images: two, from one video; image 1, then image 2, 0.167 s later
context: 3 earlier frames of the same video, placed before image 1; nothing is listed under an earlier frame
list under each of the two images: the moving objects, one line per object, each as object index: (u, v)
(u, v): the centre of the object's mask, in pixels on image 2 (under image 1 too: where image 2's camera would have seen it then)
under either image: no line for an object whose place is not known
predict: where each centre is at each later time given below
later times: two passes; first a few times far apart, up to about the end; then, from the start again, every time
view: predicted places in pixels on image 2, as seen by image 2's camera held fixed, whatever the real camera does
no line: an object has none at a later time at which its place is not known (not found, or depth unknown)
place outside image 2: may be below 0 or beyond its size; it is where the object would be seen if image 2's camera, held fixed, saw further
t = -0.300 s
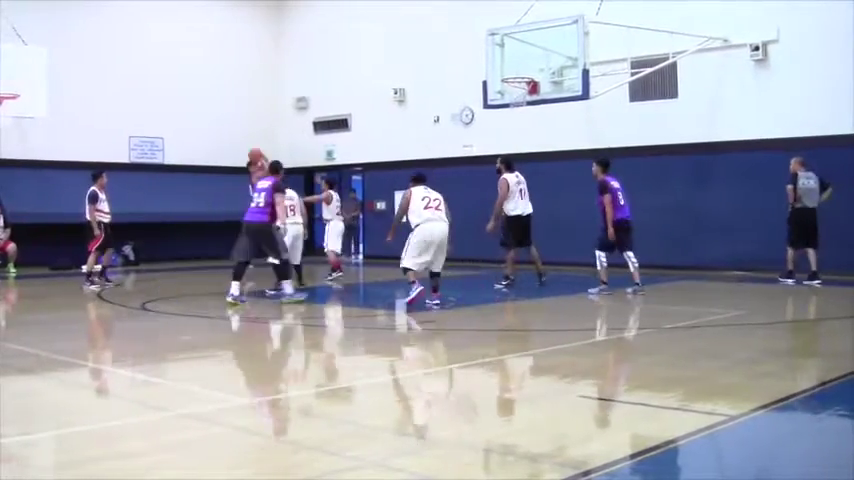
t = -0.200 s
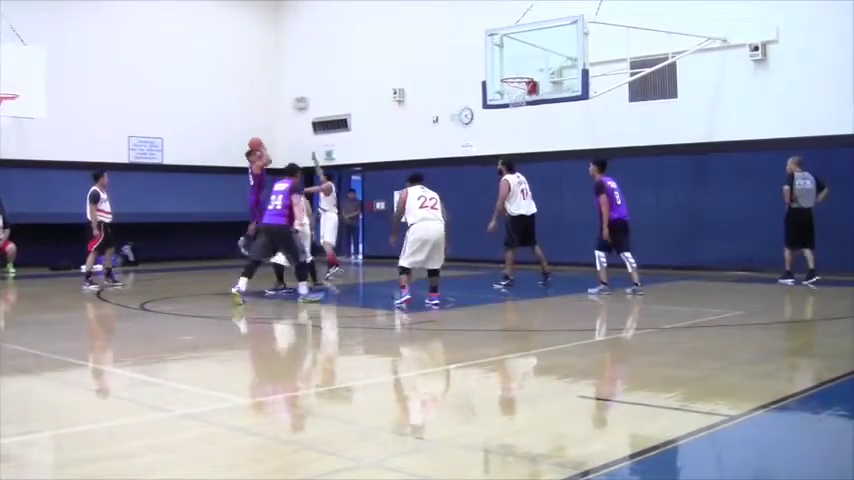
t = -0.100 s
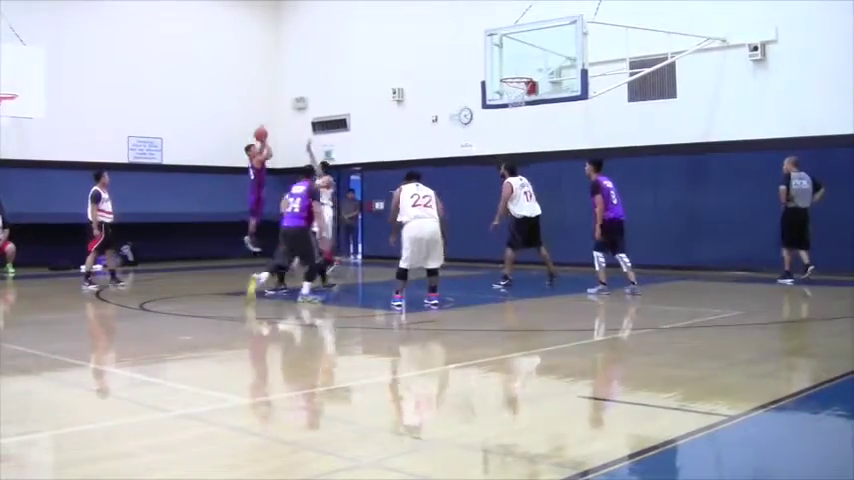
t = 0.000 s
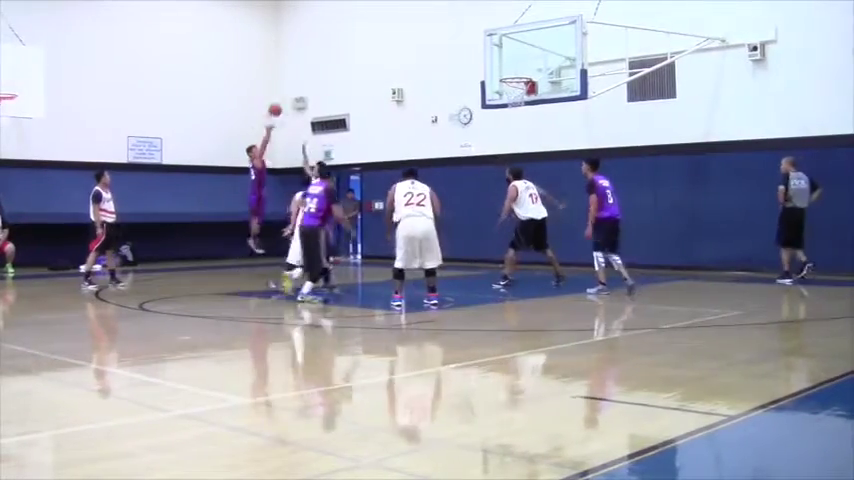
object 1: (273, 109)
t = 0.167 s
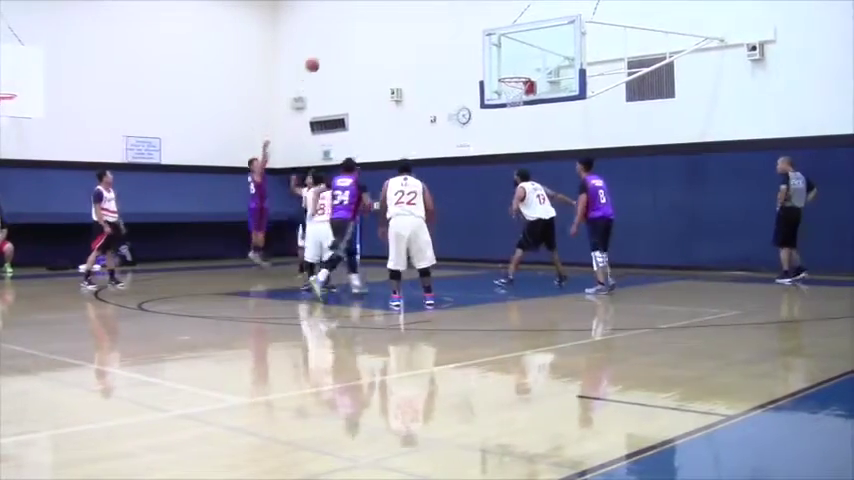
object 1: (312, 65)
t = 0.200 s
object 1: (320, 58)
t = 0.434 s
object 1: (377, 26)
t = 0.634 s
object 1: (428, 24)
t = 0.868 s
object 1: (491, 54)
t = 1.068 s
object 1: (525, 68)
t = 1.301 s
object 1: (500, 56)
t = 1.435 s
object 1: (482, 63)
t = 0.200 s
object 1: (320, 58)
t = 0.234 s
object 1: (328, 51)
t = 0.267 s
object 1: (336, 46)
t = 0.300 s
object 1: (344, 40)
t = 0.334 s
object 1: (352, 35)
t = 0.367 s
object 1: (360, 31)
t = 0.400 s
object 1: (369, 28)
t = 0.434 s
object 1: (377, 26)
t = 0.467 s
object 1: (385, 24)
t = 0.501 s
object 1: (394, 22)
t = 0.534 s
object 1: (402, 22)
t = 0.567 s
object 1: (410, 22)
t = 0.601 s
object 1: (419, 22)
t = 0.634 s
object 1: (428, 24)
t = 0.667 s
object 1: (436, 26)
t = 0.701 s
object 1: (445, 29)
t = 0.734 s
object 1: (454, 32)
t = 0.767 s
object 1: (463, 37)
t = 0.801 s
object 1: (472, 41)
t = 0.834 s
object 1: (481, 48)
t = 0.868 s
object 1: (491, 54)
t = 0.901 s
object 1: (500, 61)
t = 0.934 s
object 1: (509, 69)
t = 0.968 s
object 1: (517, 73)
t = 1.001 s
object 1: (522, 73)
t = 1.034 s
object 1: (525, 72)
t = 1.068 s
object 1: (525, 68)
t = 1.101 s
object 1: (525, 66)
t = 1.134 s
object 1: (523, 63)
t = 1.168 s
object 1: (518, 60)
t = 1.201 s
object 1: (514, 58)
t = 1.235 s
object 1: (509, 57)
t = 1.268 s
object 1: (505, 56)
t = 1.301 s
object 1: (500, 56)
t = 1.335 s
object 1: (496, 57)
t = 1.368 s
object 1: (490, 58)
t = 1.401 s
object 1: (486, 60)
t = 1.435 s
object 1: (482, 63)
